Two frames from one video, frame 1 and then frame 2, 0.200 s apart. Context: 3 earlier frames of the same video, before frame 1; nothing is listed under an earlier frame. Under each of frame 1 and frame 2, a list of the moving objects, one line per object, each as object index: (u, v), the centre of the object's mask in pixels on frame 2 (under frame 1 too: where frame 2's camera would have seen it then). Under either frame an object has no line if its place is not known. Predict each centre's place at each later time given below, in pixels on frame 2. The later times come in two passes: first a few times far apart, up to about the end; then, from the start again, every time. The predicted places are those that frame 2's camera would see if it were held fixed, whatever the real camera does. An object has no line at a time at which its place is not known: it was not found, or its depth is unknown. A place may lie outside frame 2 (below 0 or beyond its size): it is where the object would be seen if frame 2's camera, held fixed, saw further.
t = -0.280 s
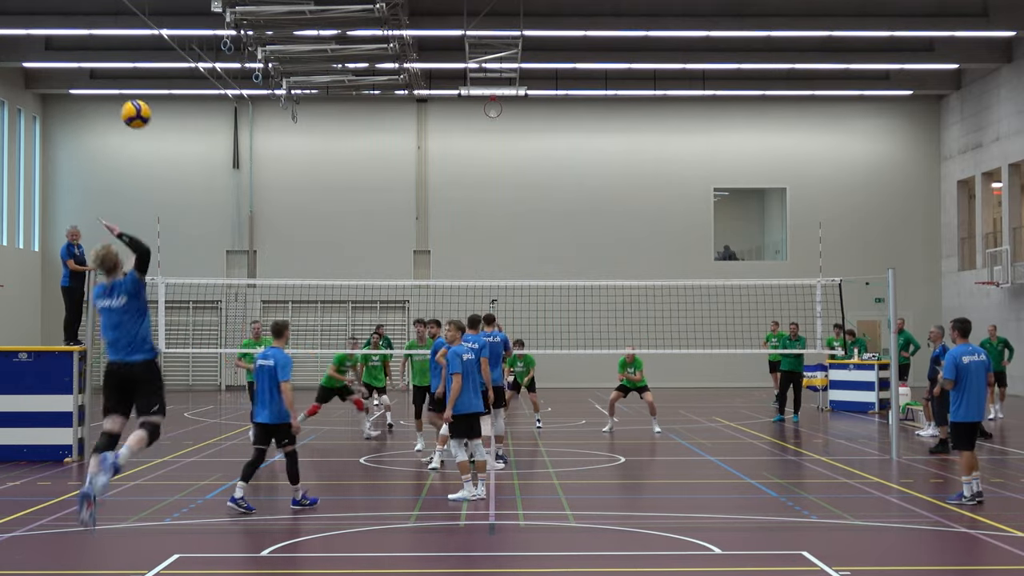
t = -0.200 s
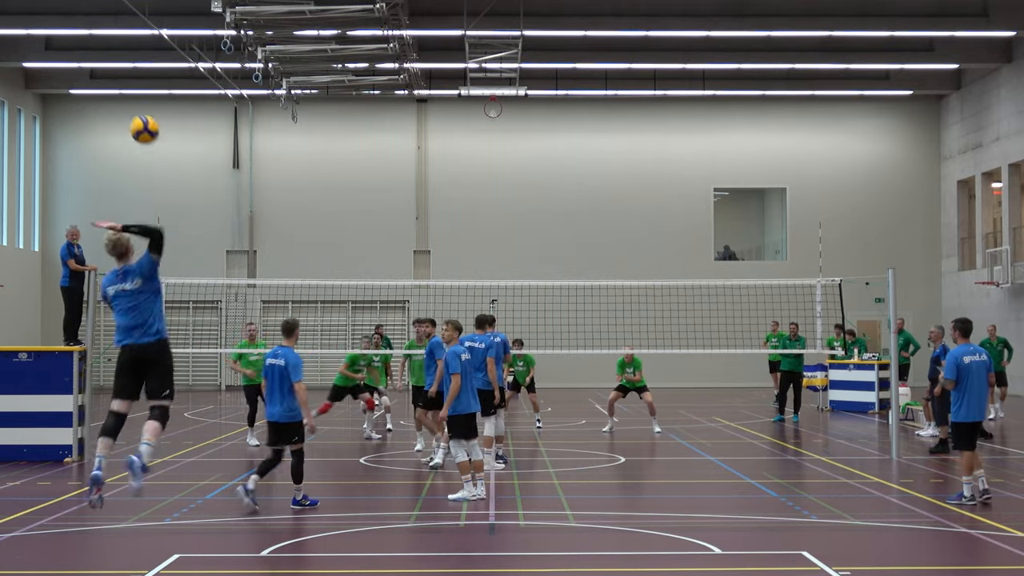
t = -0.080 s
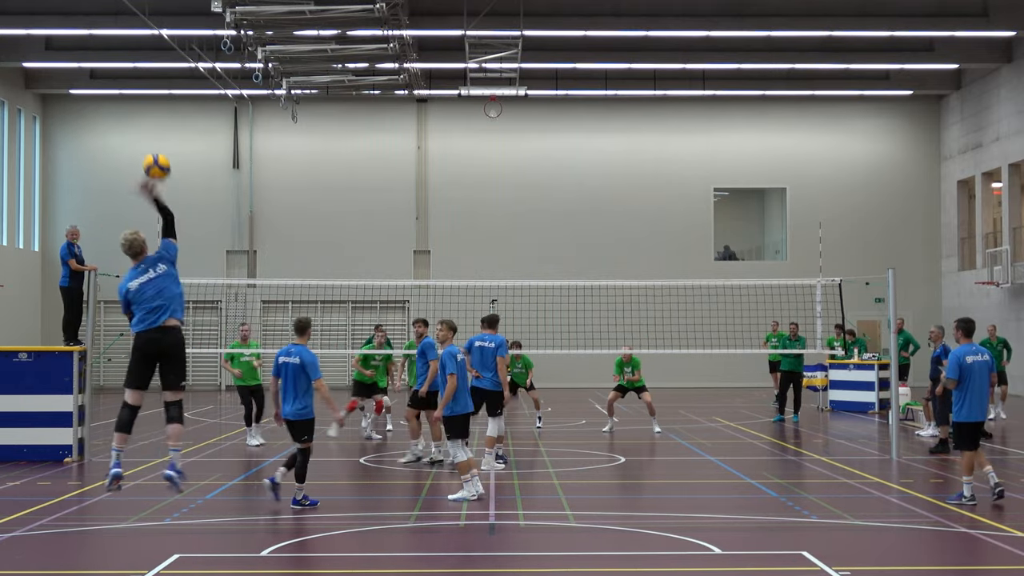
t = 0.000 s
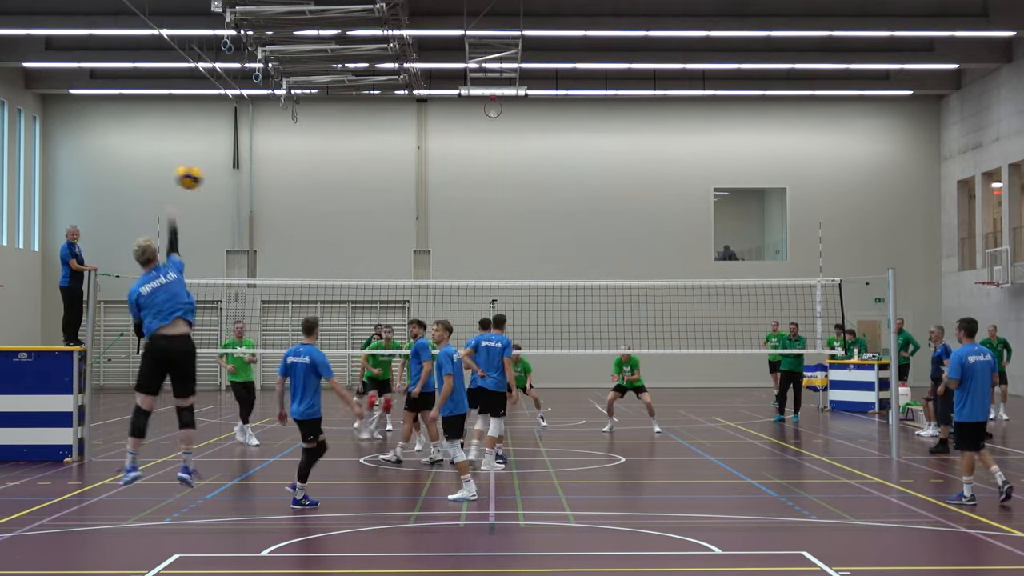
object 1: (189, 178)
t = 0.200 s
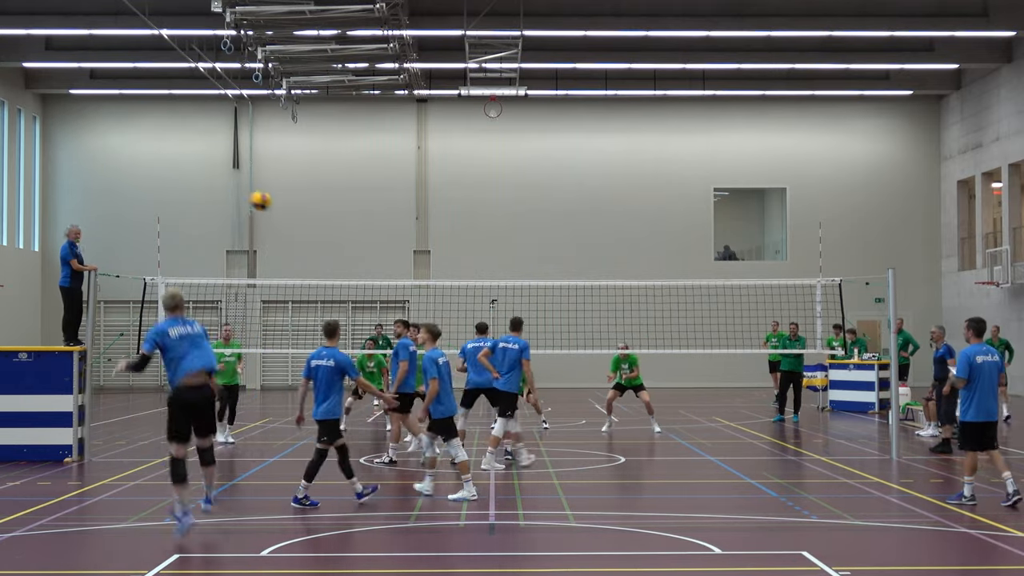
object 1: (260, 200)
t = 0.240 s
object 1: (269, 208)
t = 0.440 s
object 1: (300, 252)
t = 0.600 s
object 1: (323, 290)
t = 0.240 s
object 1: (269, 208)
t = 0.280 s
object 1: (277, 216)
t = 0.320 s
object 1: (284, 225)
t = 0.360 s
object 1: (290, 235)
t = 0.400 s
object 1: (295, 243)
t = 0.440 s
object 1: (300, 252)
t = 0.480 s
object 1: (306, 262)
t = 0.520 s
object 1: (311, 270)
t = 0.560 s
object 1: (317, 275)
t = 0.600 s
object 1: (323, 290)
